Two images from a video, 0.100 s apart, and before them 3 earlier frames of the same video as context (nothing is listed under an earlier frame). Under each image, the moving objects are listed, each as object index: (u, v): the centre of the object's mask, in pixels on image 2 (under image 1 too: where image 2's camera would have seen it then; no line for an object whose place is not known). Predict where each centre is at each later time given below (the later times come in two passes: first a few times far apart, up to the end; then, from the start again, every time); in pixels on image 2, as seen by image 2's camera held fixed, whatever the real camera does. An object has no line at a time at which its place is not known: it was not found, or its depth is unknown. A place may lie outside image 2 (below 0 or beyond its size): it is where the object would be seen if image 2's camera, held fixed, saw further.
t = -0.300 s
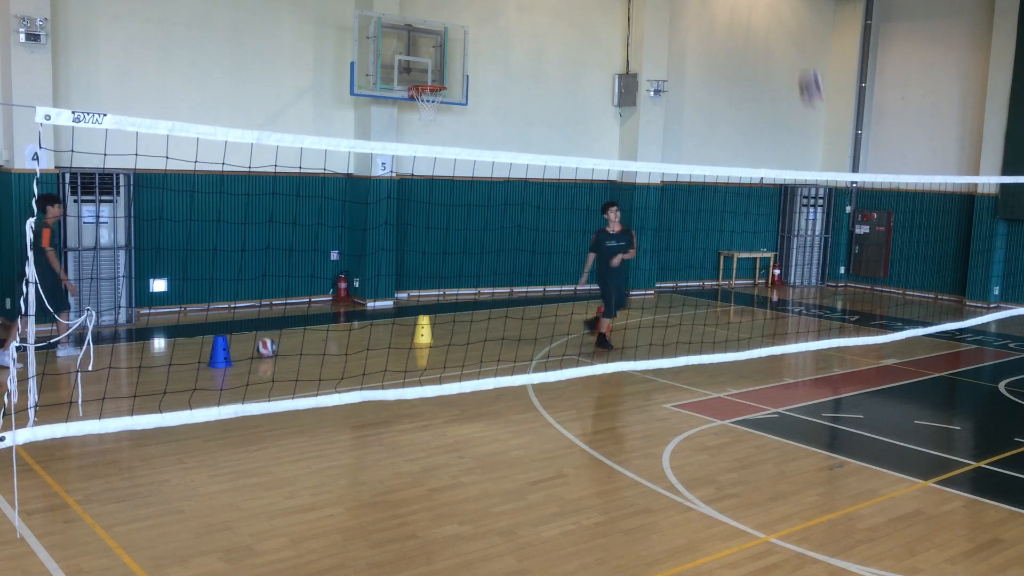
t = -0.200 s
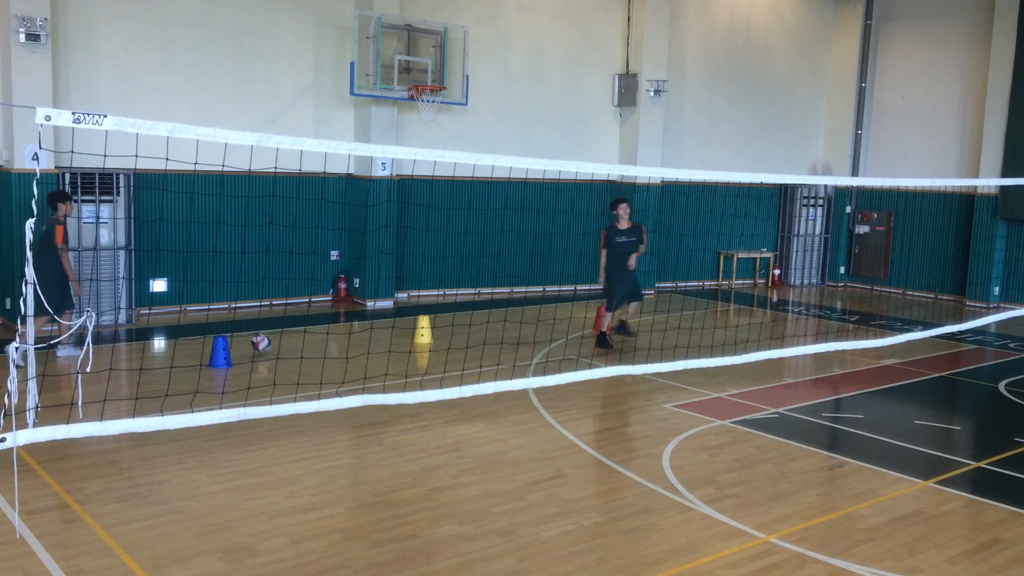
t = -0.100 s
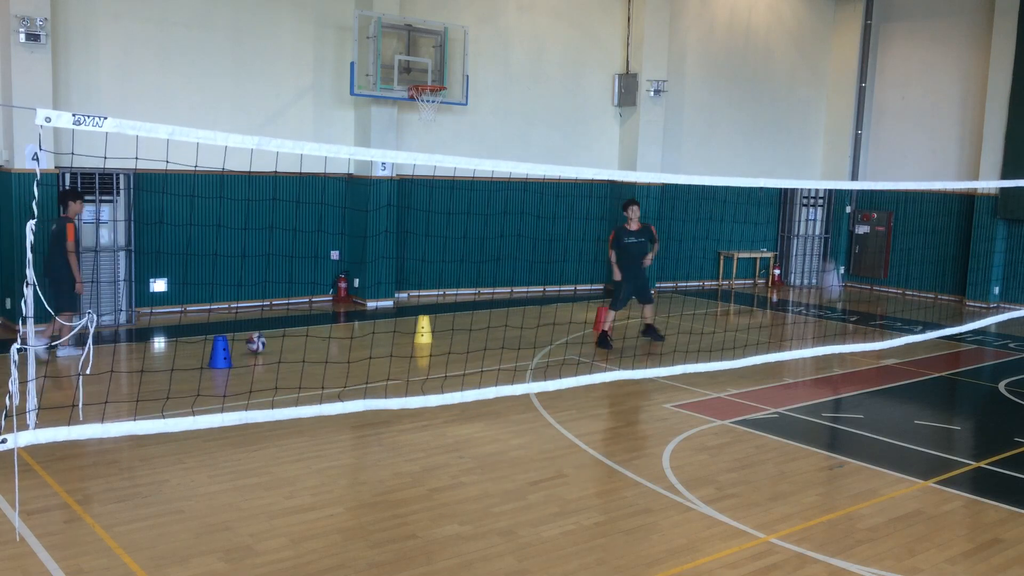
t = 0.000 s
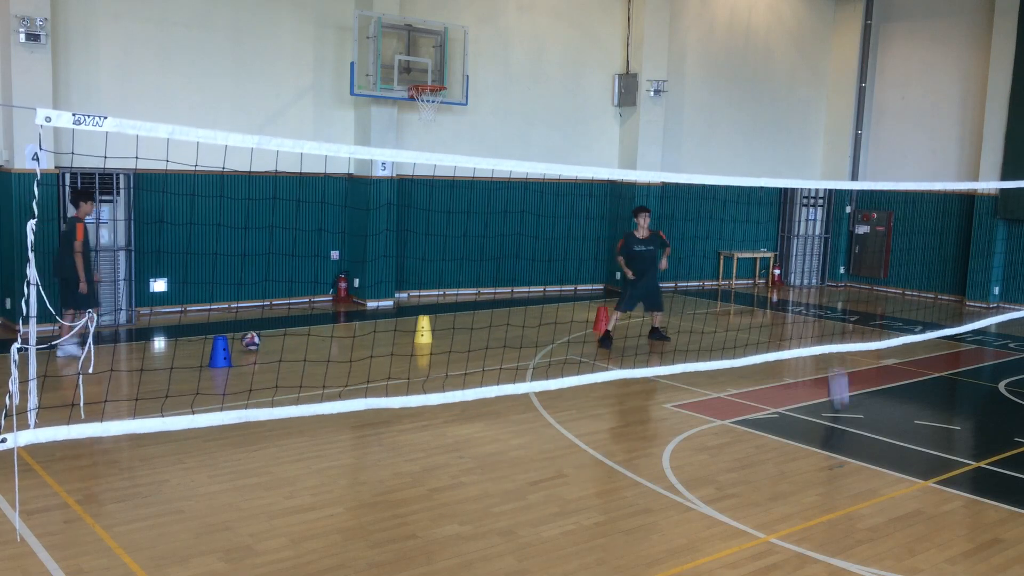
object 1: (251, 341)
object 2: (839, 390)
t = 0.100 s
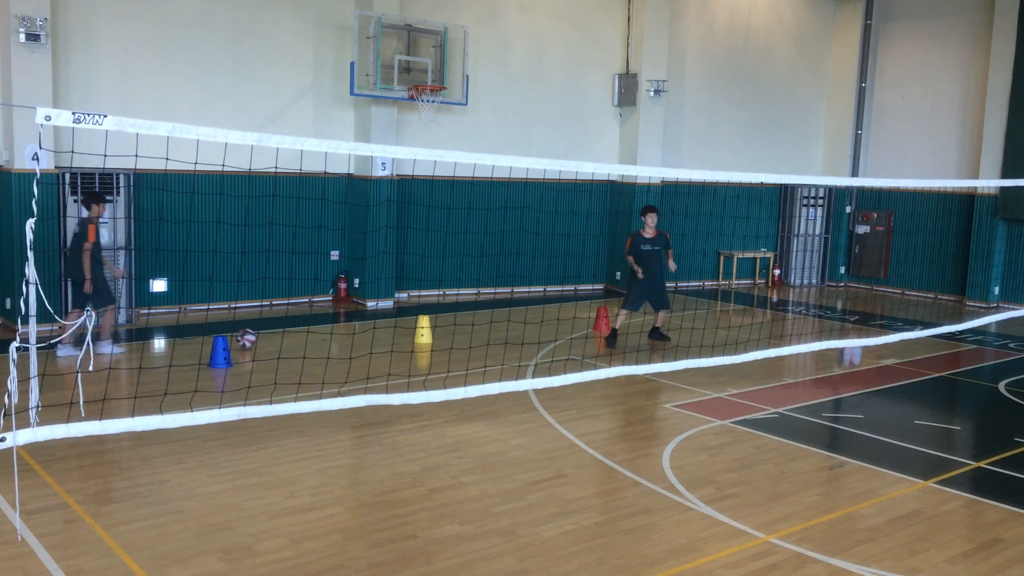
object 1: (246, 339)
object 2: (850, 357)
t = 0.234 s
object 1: (240, 336)
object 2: (870, 268)
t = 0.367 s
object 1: (234, 334)
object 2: (888, 204)
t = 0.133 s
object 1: (245, 338)
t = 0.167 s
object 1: (243, 339)
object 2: (862, 309)
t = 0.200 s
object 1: (241, 338)
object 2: (865, 288)
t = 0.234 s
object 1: (240, 336)
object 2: (870, 268)
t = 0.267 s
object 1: (239, 336)
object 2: (874, 251)
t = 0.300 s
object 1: (237, 336)
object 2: (879, 235)
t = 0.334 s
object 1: (236, 335)
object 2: (883, 219)
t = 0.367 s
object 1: (234, 334)
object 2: (888, 204)
